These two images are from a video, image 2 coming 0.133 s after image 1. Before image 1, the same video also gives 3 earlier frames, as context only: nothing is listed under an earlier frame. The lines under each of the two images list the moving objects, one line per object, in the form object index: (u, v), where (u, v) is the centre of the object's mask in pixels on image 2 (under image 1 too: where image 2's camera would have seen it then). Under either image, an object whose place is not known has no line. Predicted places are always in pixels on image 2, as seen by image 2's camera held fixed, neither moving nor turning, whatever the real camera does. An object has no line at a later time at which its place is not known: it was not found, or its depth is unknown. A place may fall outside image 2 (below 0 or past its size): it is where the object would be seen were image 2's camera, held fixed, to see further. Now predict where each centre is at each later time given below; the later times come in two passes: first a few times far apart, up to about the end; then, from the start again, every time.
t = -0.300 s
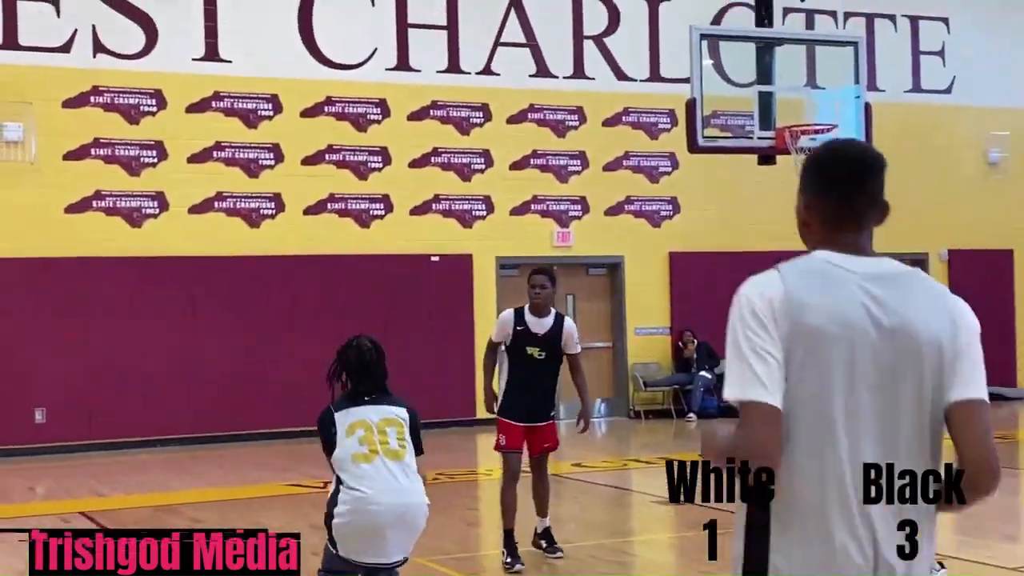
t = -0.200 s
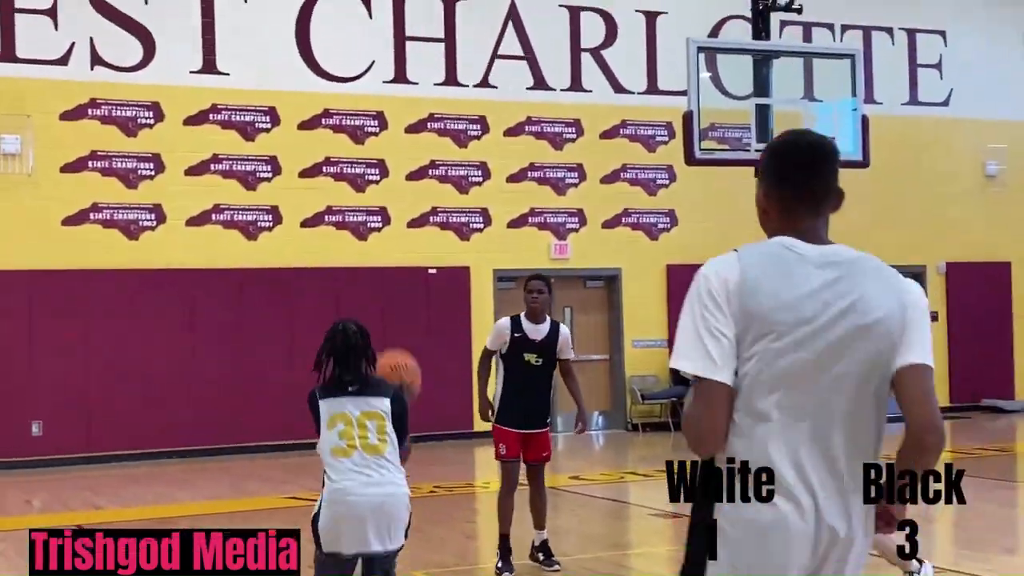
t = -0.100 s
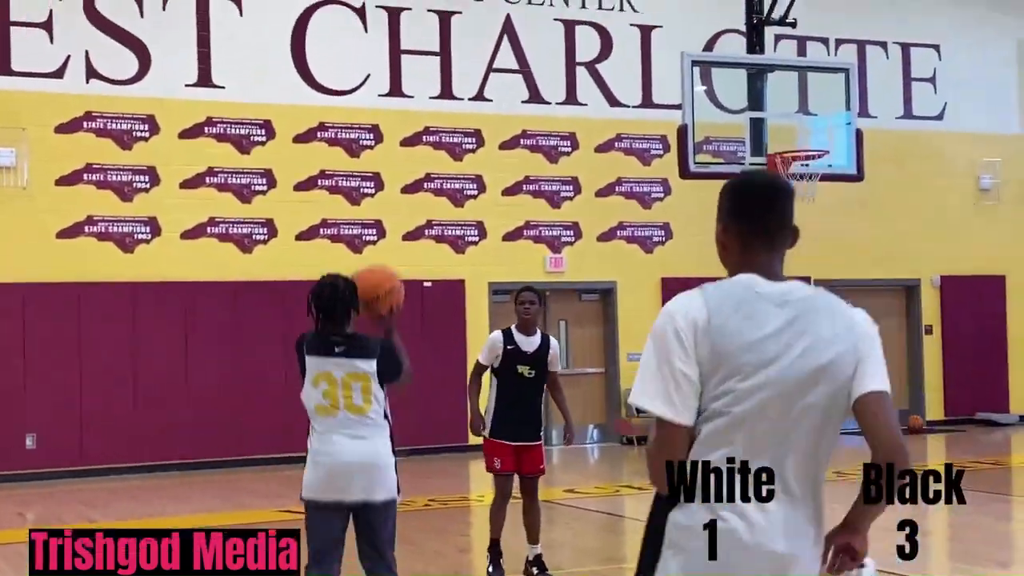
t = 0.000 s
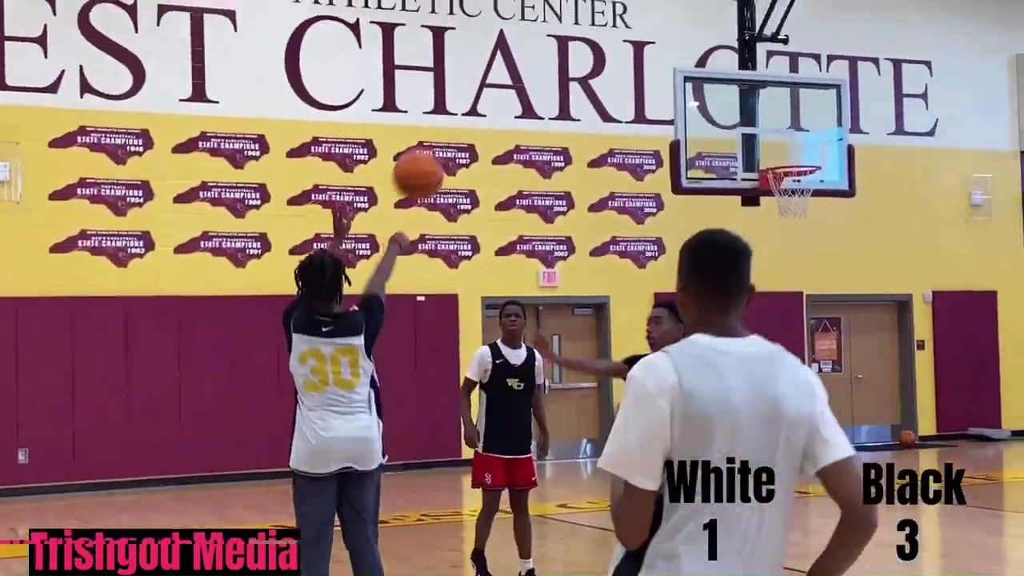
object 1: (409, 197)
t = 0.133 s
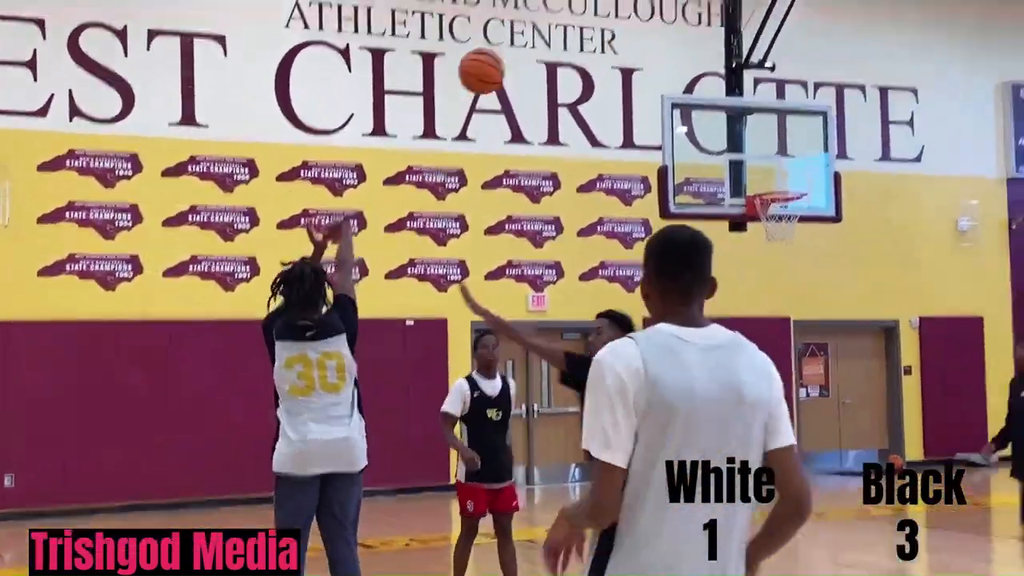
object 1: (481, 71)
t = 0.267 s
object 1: (542, -3)
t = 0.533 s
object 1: (643, -39)
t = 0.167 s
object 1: (497, 48)
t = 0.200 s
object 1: (512, 29)
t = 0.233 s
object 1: (527, 12)
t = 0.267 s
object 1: (542, -3)
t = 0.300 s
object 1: (557, -15)
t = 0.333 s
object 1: (570, -24)
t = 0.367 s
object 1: (583, -32)
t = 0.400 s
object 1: (596, -37)
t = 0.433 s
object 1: (608, -40)
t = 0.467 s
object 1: (620, -41)
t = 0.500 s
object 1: (632, -41)
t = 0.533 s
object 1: (643, -39)
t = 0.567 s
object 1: (654, -36)
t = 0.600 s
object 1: (665, -35)
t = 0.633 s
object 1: (675, -26)
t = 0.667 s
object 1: (684, -18)
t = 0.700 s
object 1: (694, -13)
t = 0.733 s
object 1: (705, -3)
